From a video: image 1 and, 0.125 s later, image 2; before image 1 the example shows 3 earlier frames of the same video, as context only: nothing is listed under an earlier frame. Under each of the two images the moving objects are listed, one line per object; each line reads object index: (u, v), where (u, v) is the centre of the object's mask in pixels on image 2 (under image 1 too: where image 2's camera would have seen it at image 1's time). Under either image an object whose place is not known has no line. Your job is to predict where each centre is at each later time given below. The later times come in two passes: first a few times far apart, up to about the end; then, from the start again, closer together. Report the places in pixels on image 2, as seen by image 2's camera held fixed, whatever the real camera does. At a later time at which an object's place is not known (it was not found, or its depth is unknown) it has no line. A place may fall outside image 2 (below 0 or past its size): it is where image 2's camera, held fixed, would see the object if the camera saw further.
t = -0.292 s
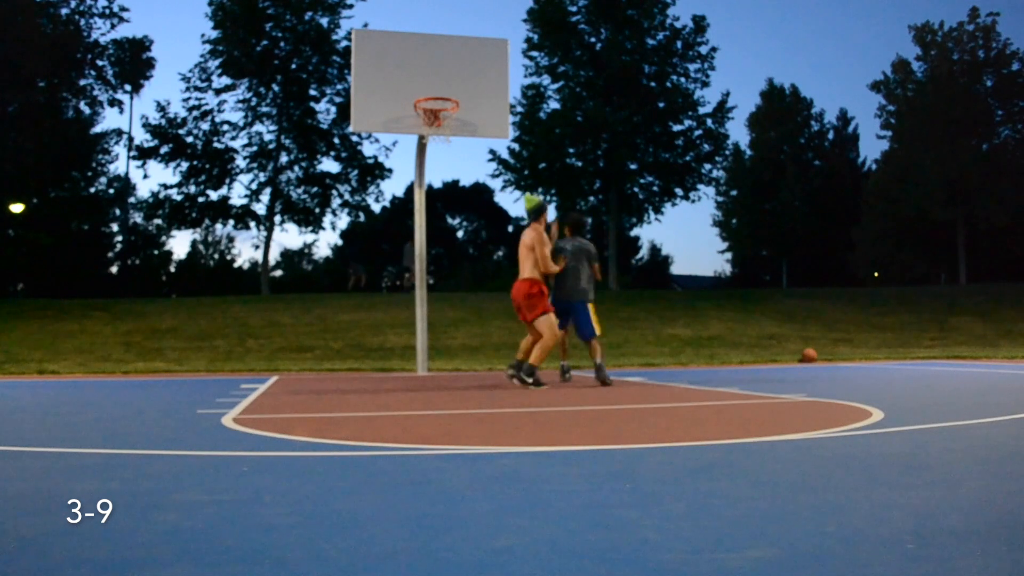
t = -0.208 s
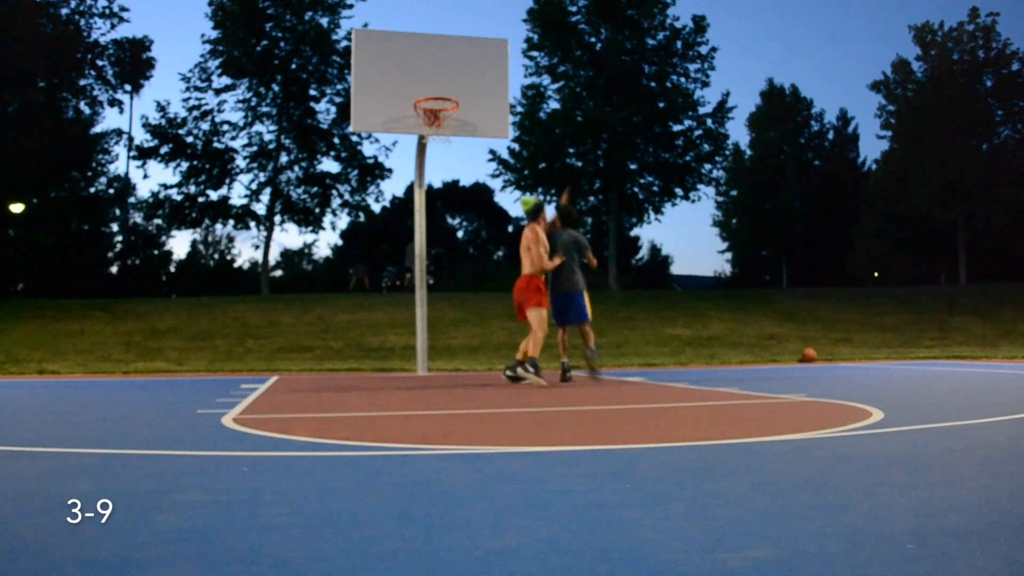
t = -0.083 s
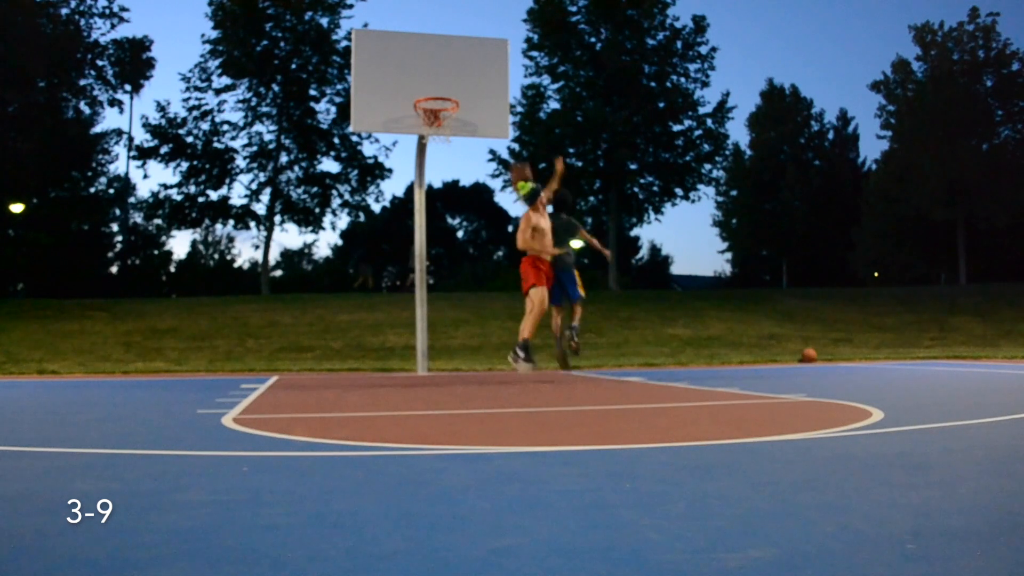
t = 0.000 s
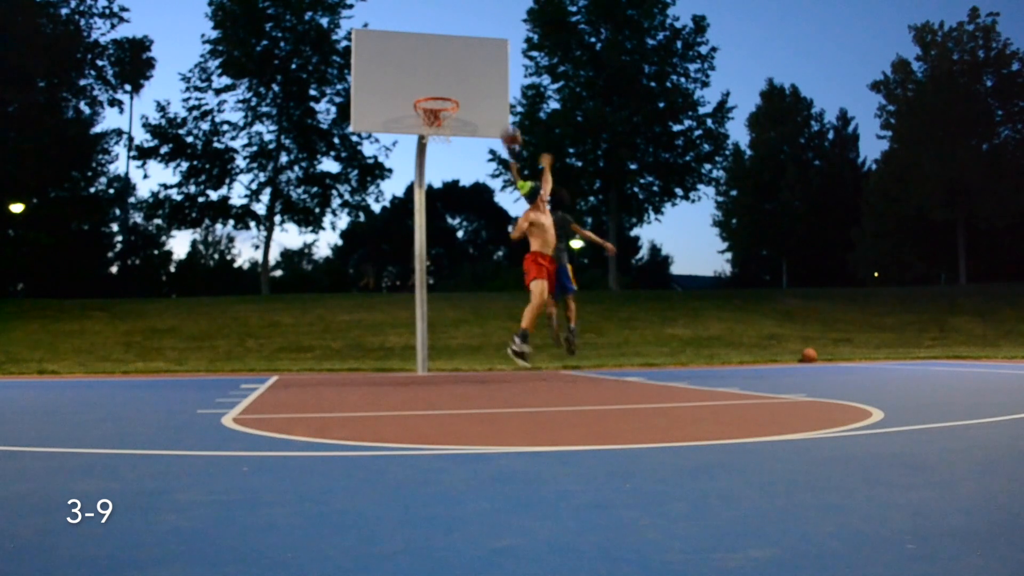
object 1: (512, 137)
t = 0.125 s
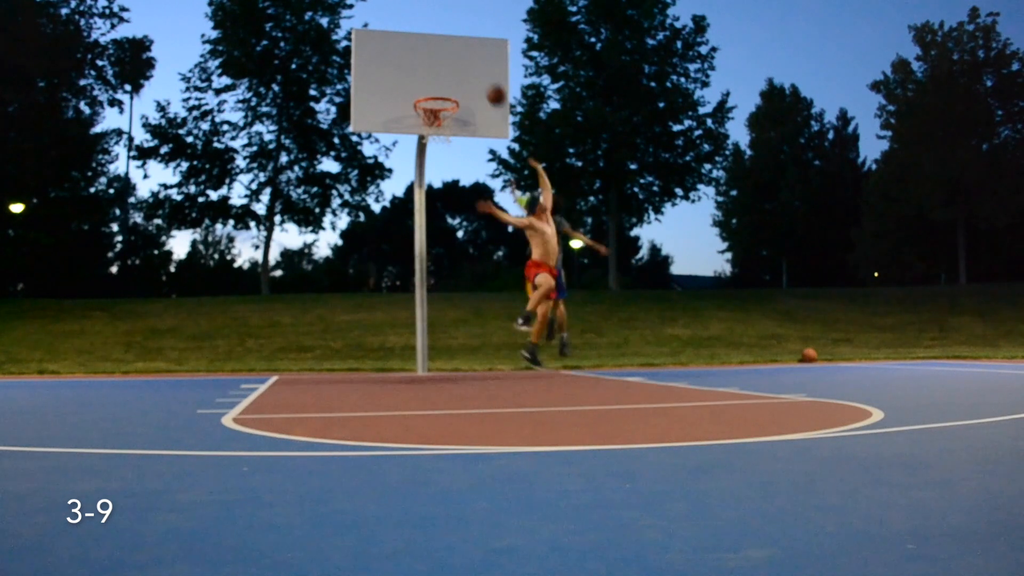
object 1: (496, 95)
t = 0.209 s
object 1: (486, 74)
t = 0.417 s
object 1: (465, 47)
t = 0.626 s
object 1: (444, 55)
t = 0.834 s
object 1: (430, 86)
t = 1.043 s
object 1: (432, 79)
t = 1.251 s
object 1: (439, 83)
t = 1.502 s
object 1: (449, 143)
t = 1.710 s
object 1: (459, 253)
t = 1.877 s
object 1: (468, 371)
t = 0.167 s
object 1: (491, 84)
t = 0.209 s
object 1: (486, 74)
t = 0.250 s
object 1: (483, 66)
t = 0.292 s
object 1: (479, 59)
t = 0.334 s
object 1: (474, 54)
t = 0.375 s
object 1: (469, 49)
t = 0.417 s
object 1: (465, 47)
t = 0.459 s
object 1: (460, 46)
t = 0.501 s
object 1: (457, 46)
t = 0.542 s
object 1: (452, 48)
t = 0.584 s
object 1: (448, 51)
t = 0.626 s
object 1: (444, 55)
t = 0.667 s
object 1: (440, 61)
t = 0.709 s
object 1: (436, 69)
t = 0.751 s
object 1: (434, 74)
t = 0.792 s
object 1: (432, 80)
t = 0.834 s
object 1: (430, 86)
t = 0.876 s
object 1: (429, 91)
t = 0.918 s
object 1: (429, 91)
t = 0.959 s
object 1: (430, 87)
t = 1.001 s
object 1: (431, 82)
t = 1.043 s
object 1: (432, 79)
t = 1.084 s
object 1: (434, 76)
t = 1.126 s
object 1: (435, 76)
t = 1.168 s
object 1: (436, 77)
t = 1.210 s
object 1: (438, 79)
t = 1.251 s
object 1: (439, 83)
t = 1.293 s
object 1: (441, 89)
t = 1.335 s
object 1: (442, 95)
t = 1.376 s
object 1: (443, 106)
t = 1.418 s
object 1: (444, 117)
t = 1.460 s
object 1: (446, 128)
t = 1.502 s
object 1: (449, 143)
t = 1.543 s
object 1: (451, 160)
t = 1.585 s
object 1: (453, 182)
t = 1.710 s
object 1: (459, 253)
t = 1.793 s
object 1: (463, 311)
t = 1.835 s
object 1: (466, 345)
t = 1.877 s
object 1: (468, 371)
